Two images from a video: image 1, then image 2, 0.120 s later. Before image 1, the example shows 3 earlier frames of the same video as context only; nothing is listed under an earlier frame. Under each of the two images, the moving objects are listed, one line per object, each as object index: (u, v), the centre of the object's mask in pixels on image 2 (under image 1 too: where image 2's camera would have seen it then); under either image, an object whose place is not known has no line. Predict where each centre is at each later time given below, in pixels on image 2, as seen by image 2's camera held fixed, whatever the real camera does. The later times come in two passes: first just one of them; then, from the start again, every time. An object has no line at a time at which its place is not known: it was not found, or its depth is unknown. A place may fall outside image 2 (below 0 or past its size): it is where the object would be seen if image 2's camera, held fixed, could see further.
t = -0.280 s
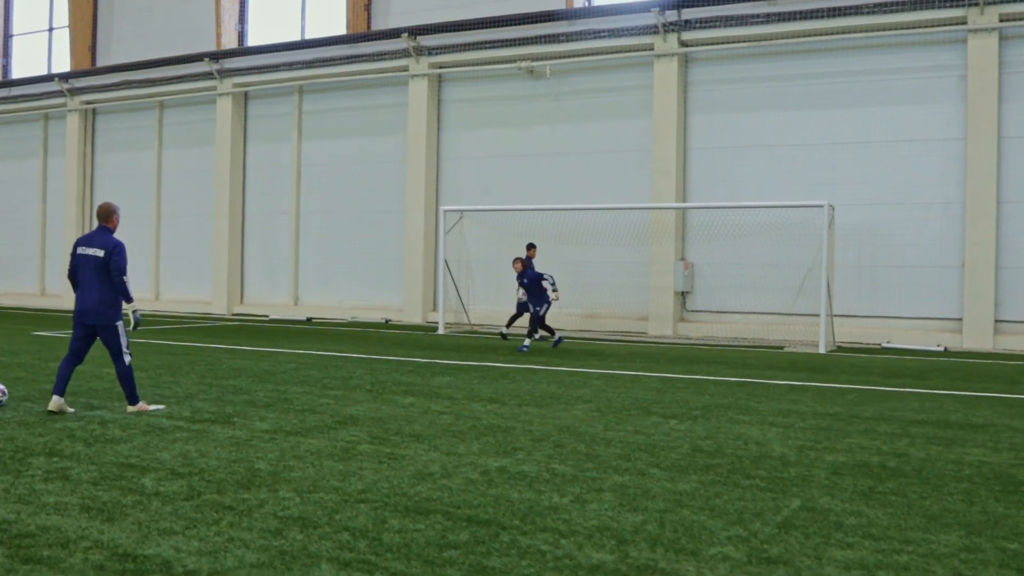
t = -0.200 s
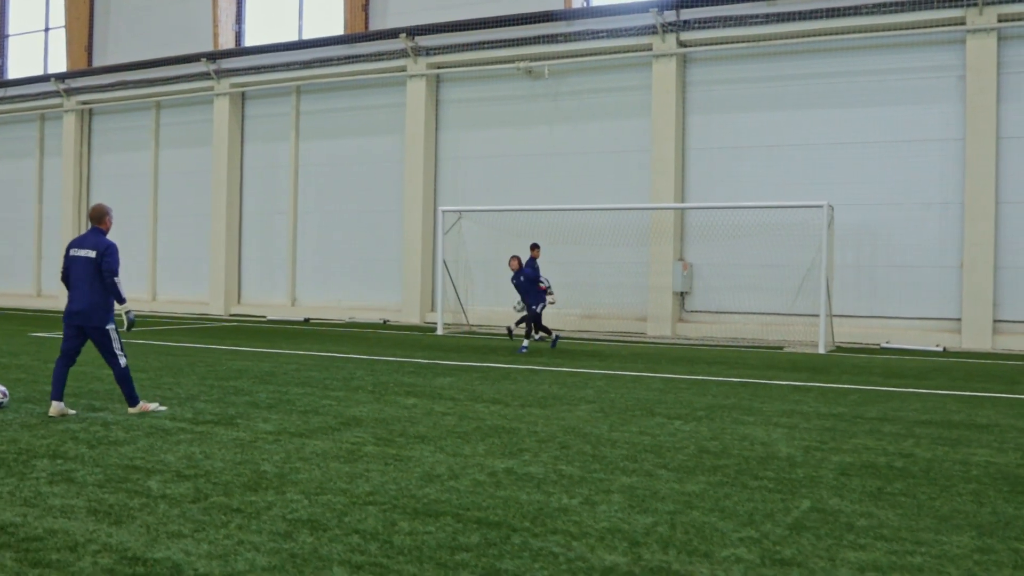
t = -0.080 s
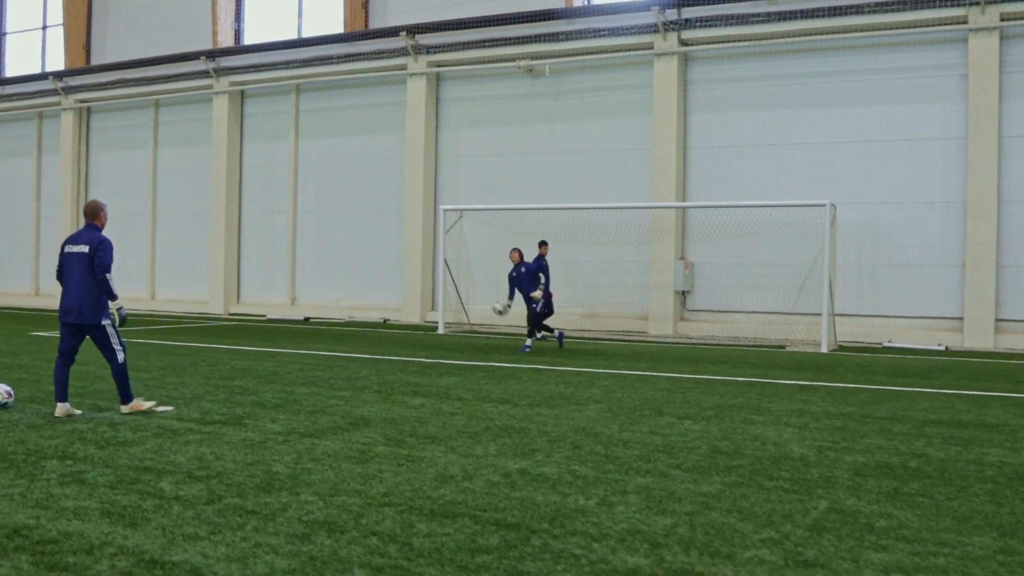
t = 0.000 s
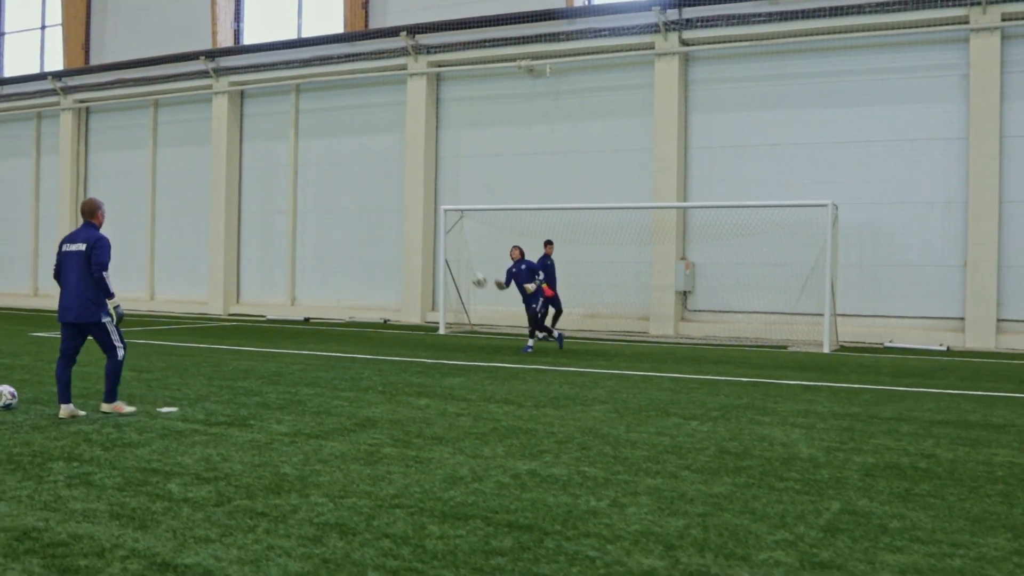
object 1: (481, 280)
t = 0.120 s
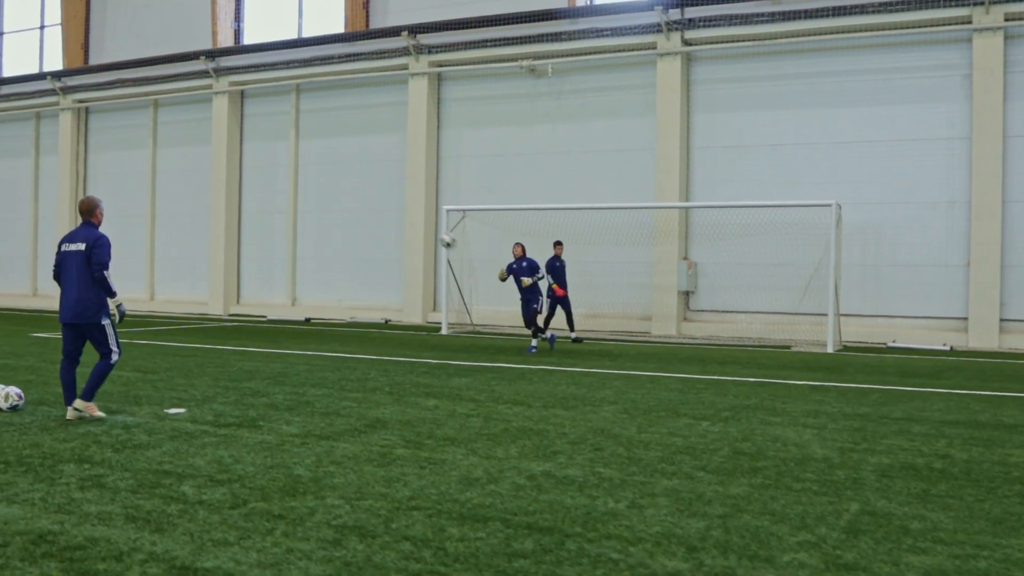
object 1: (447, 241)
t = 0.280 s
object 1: (397, 198)
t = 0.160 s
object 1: (435, 228)
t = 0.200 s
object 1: (424, 217)
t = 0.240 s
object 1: (411, 207)
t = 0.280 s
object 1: (397, 198)
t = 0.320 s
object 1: (383, 190)
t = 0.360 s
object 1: (369, 183)
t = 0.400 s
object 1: (353, 175)
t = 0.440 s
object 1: (337, 170)
